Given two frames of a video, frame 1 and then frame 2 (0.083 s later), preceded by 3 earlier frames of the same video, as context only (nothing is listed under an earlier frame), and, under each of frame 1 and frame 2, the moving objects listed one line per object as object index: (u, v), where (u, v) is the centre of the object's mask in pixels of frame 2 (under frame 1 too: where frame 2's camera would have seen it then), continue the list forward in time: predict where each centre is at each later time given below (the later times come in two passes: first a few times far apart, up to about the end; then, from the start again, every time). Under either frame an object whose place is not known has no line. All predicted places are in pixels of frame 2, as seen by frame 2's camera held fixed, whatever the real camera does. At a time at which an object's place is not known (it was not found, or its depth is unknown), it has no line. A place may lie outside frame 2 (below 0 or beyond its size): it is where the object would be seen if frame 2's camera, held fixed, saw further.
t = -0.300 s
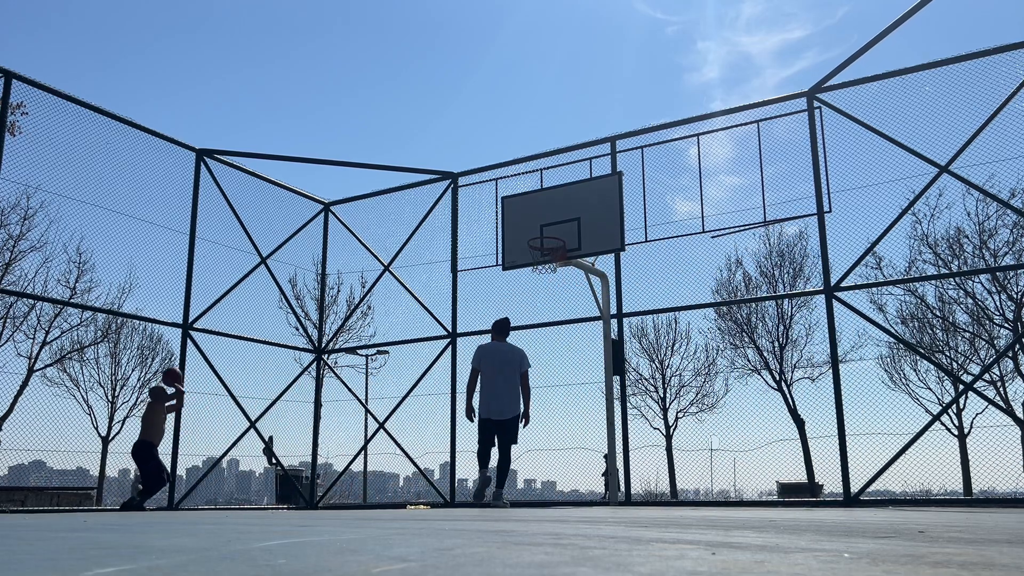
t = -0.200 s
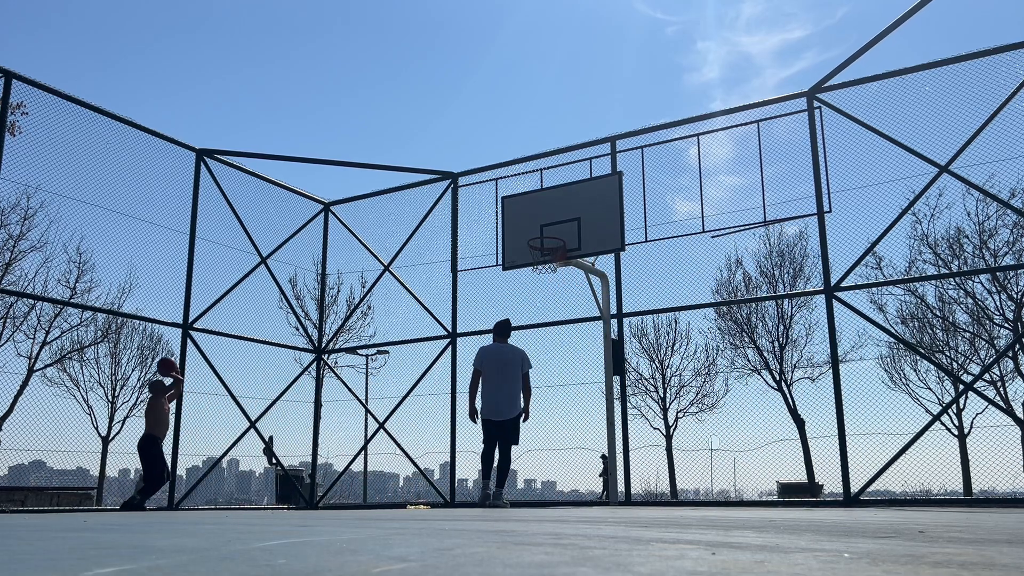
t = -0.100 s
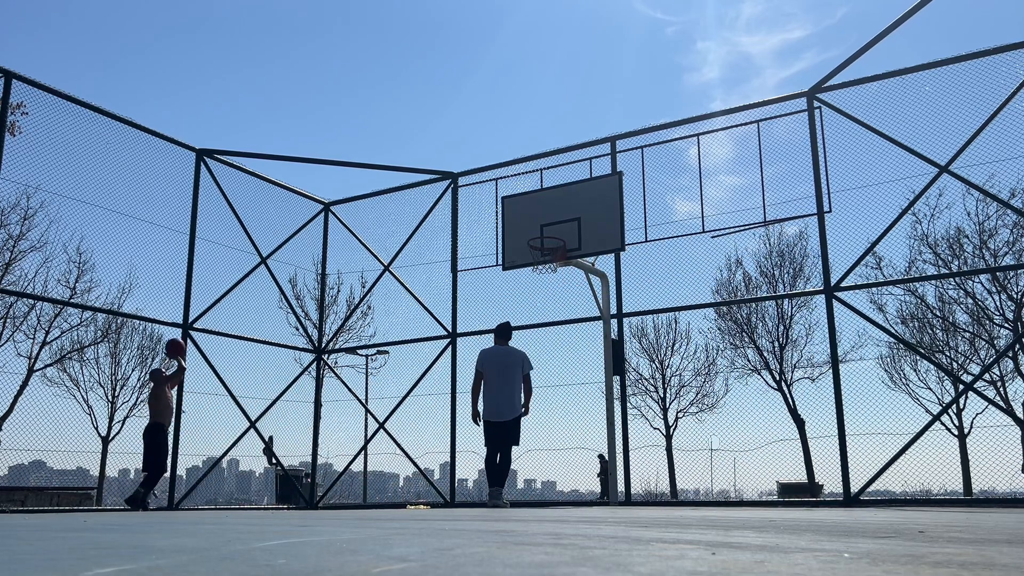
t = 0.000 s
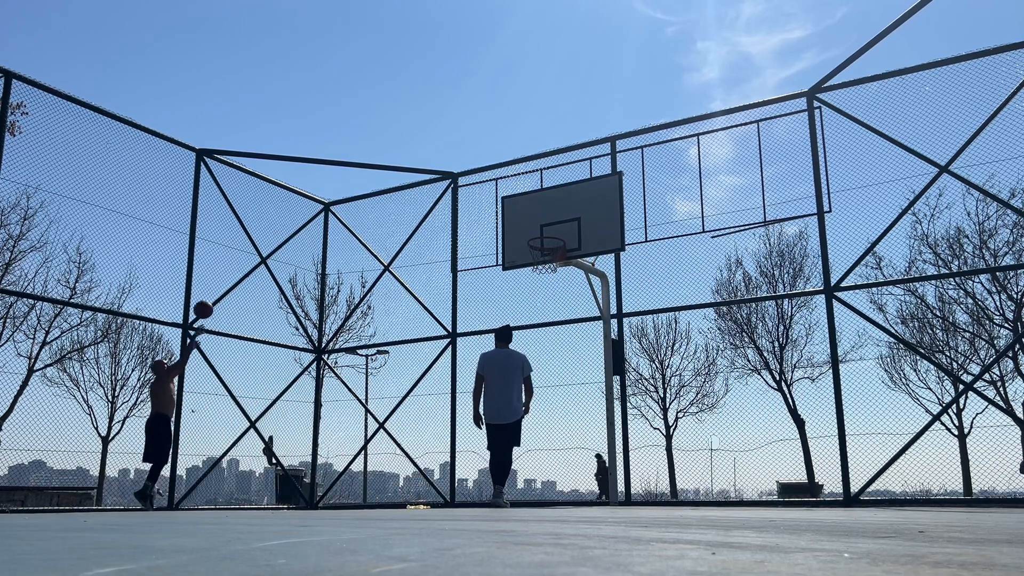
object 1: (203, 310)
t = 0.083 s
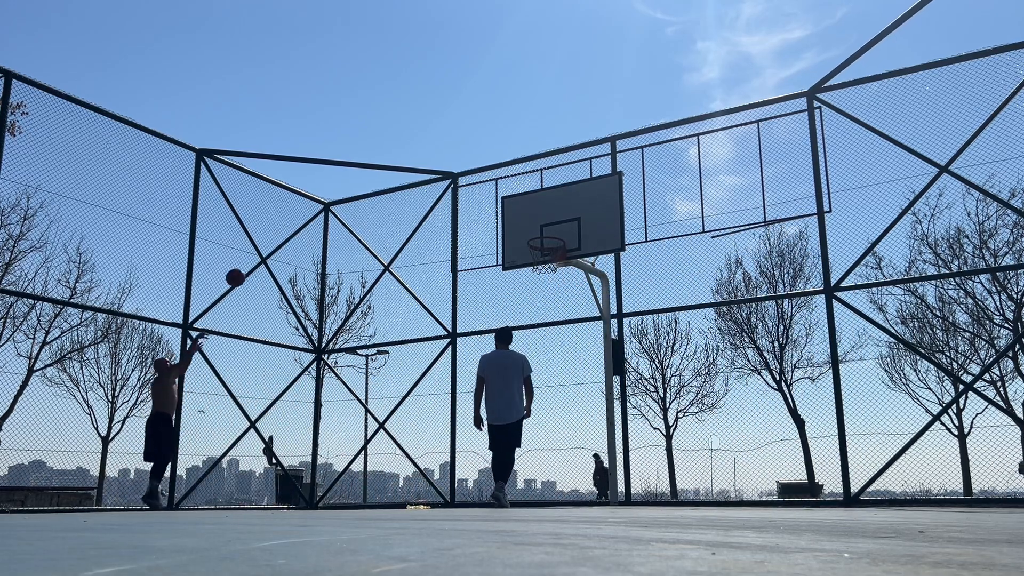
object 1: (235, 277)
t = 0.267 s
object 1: (304, 226)
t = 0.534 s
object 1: (400, 193)
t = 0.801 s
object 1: (493, 209)
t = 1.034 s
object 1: (553, 264)
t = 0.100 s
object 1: (242, 272)
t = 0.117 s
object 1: (248, 266)
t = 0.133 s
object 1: (255, 261)
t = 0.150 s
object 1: (261, 256)
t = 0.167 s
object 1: (267, 251)
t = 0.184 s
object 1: (273, 246)
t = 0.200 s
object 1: (280, 242)
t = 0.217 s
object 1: (286, 238)
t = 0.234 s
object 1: (292, 233)
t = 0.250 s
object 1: (298, 229)
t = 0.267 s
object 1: (304, 226)
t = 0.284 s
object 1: (310, 222)
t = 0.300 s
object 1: (316, 219)
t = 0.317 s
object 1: (323, 216)
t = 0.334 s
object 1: (329, 213)
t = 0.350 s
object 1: (334, 210)
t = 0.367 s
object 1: (340, 208)
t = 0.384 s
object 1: (346, 205)
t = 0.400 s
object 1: (352, 203)
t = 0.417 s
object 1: (358, 201)
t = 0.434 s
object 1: (364, 199)
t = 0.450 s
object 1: (370, 198)
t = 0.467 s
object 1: (376, 197)
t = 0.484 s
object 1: (382, 195)
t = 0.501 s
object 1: (388, 194)
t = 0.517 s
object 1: (394, 193)
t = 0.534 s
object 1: (400, 193)
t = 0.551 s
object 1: (406, 192)
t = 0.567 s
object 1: (411, 192)
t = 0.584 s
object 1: (417, 192)
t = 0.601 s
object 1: (423, 193)
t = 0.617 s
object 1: (429, 193)
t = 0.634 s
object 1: (434, 193)
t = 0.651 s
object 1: (440, 194)
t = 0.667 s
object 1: (446, 195)
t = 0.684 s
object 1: (452, 196)
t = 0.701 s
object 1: (458, 197)
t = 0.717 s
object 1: (465, 199)
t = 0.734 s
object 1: (470, 201)
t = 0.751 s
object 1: (476, 203)
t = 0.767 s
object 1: (481, 205)
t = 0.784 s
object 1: (487, 207)
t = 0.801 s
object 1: (493, 209)
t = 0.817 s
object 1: (499, 212)
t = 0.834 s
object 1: (505, 215)
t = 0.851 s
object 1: (511, 218)
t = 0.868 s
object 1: (517, 221)
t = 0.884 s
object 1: (523, 224)
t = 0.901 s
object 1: (529, 228)
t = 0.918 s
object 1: (534, 232)
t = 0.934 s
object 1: (540, 236)
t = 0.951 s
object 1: (546, 241)
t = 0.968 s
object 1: (552, 244)
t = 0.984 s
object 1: (556, 246)
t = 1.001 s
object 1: (554, 255)
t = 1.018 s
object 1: (554, 260)
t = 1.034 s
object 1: (553, 264)
